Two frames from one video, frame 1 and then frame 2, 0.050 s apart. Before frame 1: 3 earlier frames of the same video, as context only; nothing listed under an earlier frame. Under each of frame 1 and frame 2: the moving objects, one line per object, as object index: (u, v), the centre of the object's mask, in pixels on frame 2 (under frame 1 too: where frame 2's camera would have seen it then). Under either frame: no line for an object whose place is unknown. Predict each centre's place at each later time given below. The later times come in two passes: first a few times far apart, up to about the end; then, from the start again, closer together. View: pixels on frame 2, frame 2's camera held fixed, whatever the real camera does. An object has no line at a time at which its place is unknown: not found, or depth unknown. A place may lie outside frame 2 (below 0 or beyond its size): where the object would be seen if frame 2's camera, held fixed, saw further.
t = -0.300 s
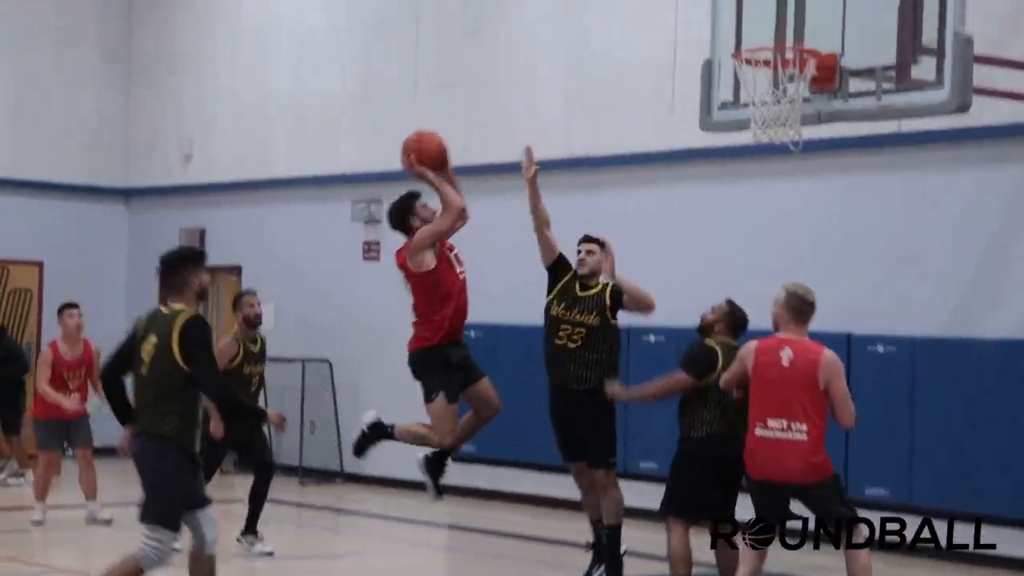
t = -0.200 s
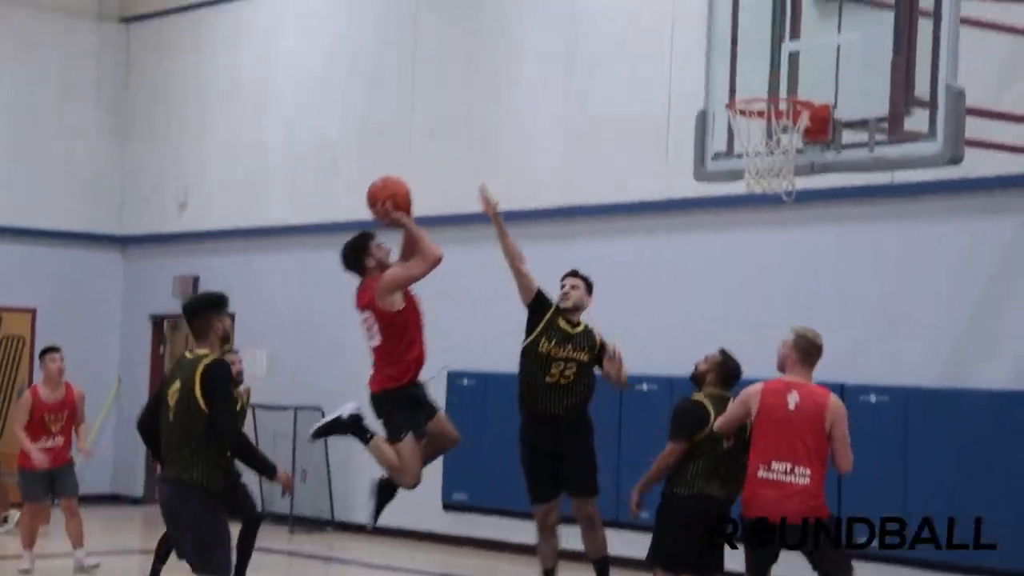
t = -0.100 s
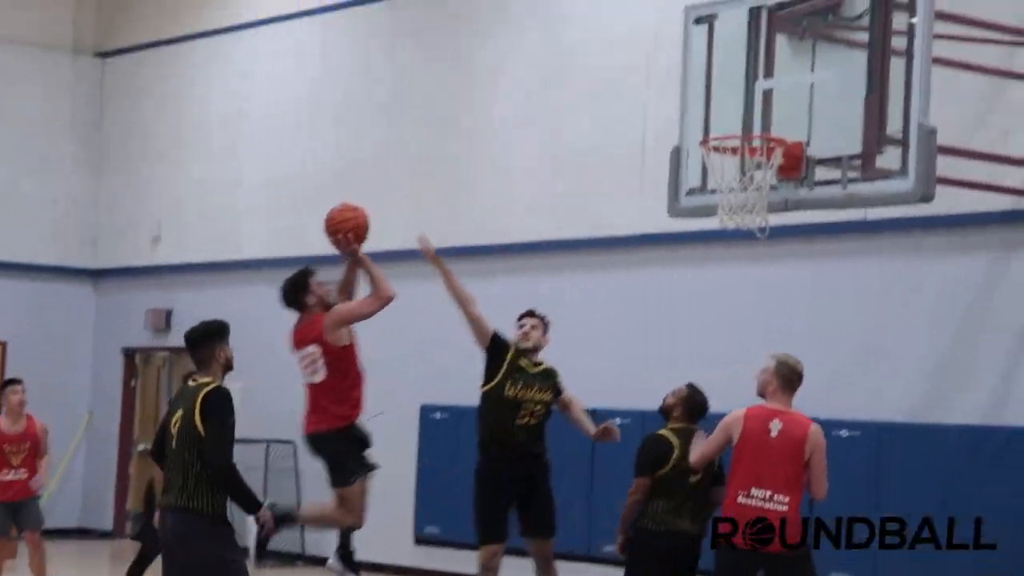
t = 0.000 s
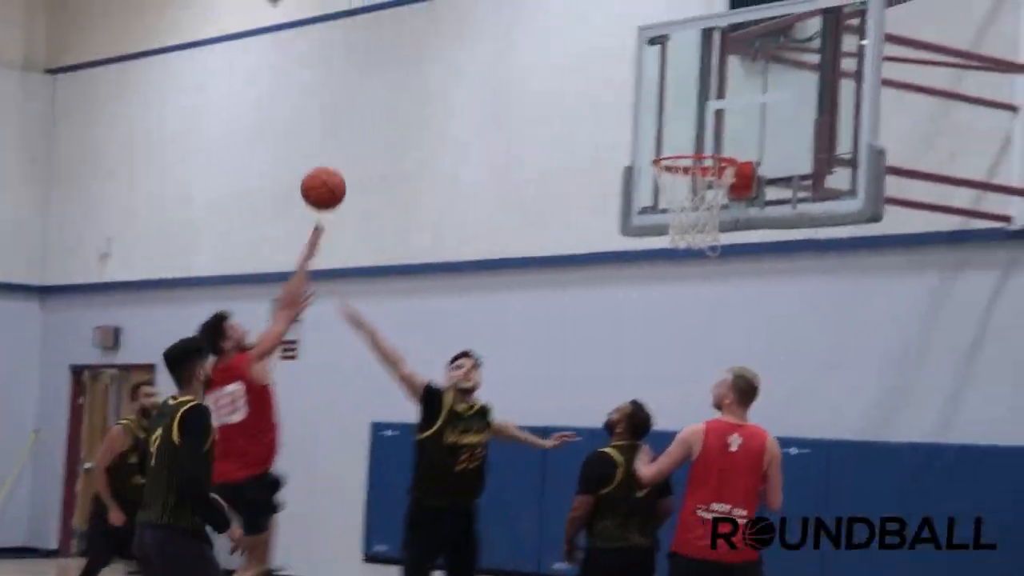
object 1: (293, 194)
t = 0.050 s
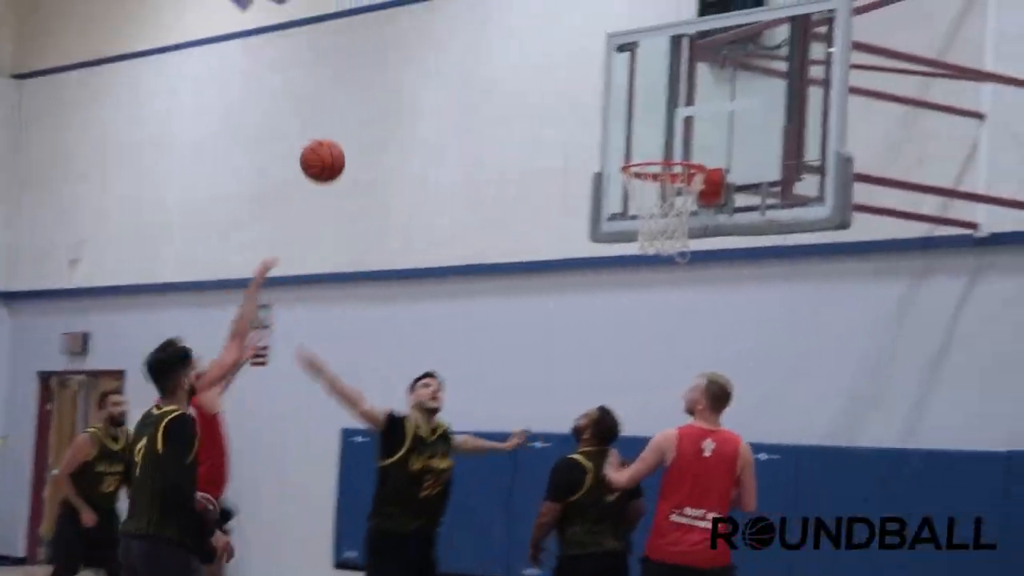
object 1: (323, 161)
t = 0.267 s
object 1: (443, 70)
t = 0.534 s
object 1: (581, 71)
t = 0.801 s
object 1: (659, 156)
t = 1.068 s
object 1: (695, 219)
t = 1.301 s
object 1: (687, 265)
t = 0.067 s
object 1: (332, 150)
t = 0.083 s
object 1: (342, 141)
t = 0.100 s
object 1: (351, 132)
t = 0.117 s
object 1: (361, 124)
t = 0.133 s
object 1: (370, 115)
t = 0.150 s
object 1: (379, 108)
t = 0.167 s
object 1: (389, 101)
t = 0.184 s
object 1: (398, 95)
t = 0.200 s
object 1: (407, 89)
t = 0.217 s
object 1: (416, 83)
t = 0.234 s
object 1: (426, 79)
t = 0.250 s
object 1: (434, 74)
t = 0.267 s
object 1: (443, 70)
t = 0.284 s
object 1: (452, 67)
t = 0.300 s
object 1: (461, 64)
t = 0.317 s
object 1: (469, 61)
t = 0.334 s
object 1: (479, 59)
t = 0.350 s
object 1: (487, 57)
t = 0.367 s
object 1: (496, 56)
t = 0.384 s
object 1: (505, 56)
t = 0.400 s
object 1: (514, 55)
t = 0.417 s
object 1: (522, 56)
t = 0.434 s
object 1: (531, 57)
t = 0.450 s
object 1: (539, 58)
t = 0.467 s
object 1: (548, 60)
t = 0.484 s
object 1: (556, 62)
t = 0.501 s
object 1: (565, 64)
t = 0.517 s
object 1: (573, 68)
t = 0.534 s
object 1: (581, 71)
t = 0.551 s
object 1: (590, 76)
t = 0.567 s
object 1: (598, 80)
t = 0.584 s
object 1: (606, 85)
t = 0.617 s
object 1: (623, 97)
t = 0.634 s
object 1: (631, 104)
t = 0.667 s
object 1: (648, 118)
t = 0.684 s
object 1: (656, 126)
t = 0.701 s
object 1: (663, 135)
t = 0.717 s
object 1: (672, 143)
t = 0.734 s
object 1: (679, 148)
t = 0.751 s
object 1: (688, 153)
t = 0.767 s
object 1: (680, 154)
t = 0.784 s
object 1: (670, 155)
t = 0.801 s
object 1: (659, 156)
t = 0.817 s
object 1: (648, 174)
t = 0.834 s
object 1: (648, 177)
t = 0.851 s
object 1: (652, 182)
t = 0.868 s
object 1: (657, 188)
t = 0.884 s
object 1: (664, 193)
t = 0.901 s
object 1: (670, 201)
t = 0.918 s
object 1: (674, 207)
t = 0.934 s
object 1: (680, 211)
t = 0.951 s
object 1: (684, 215)
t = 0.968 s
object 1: (686, 217)
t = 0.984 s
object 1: (688, 218)
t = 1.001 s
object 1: (690, 218)
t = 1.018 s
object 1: (691, 218)
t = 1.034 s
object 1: (692, 217)
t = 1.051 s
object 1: (693, 217)
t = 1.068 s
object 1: (695, 219)
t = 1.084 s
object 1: (695, 219)
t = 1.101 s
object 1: (695, 220)
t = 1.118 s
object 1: (695, 221)
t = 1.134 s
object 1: (694, 223)
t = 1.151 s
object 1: (692, 225)
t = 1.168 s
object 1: (692, 229)
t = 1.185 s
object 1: (692, 231)
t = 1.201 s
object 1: (691, 234)
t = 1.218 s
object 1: (691, 237)
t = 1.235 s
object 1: (690, 242)
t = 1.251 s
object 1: (690, 248)
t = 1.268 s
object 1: (689, 253)
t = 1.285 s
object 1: (688, 261)
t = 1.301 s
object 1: (687, 265)
